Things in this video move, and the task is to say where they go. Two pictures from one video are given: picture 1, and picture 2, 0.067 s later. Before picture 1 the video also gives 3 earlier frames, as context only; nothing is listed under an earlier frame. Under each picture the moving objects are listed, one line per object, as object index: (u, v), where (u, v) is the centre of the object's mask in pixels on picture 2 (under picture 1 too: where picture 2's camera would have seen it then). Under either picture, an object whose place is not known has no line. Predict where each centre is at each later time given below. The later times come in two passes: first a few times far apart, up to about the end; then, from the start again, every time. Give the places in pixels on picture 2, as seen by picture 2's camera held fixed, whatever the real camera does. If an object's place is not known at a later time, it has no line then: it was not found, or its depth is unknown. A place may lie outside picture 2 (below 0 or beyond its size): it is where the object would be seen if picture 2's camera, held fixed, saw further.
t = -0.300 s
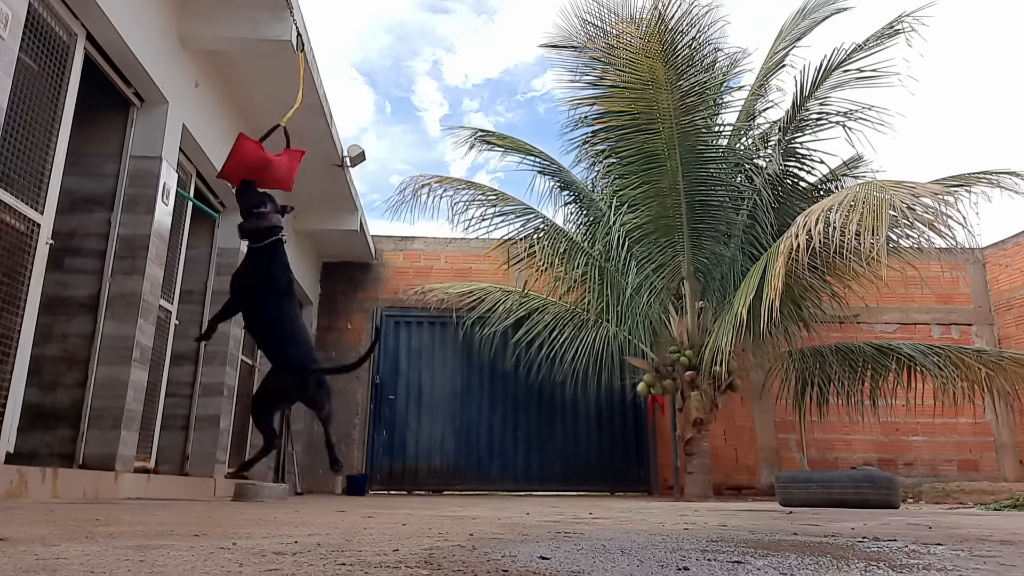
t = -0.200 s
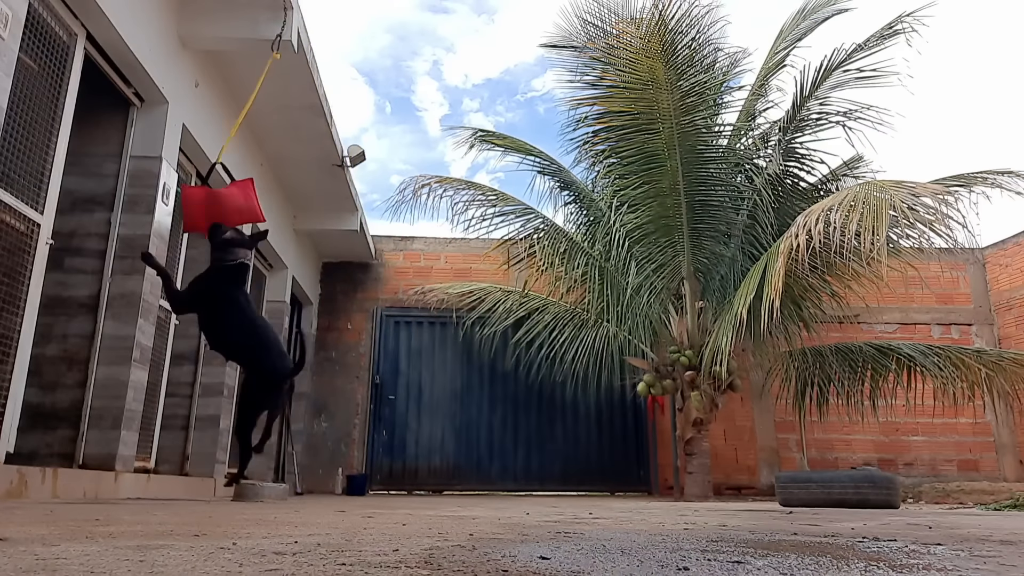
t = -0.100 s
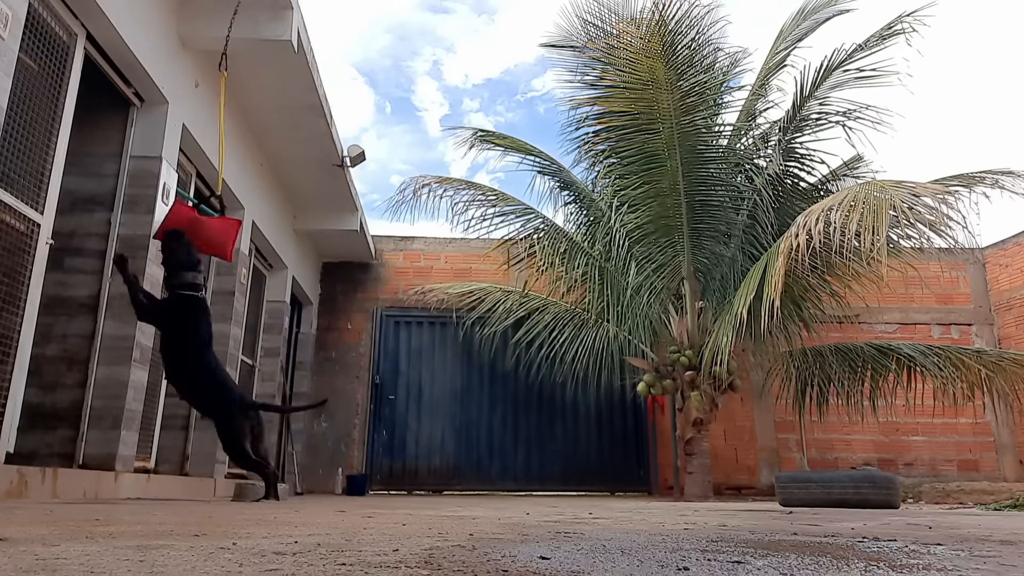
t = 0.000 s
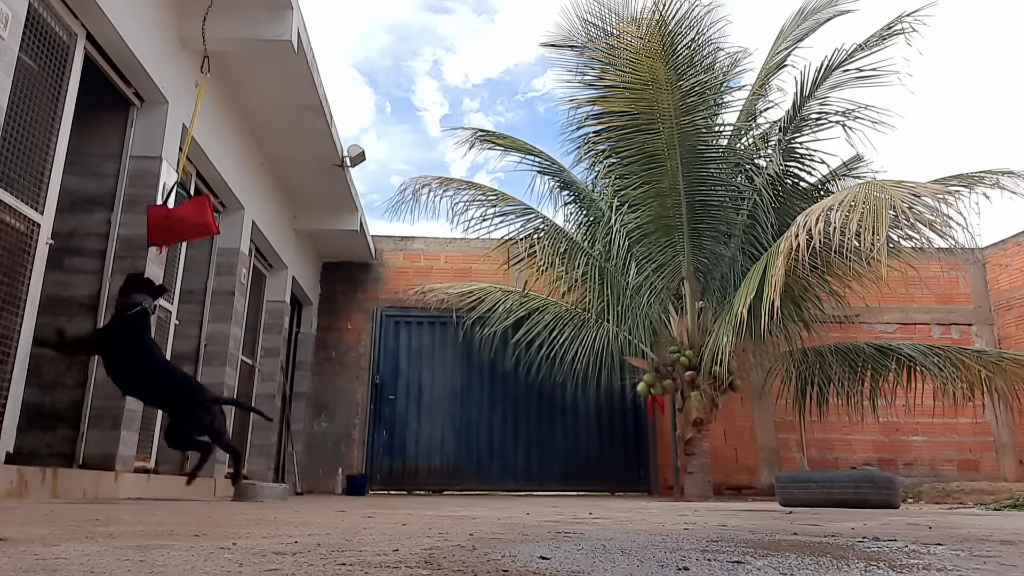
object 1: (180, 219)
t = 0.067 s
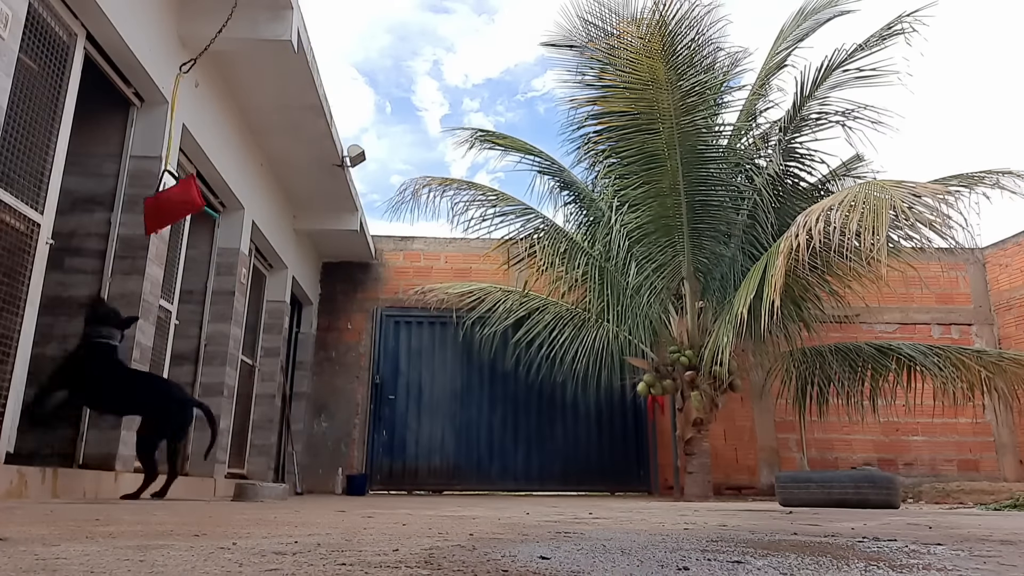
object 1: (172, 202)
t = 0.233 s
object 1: (149, 170)
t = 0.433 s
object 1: (136, 174)
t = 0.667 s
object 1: (151, 208)
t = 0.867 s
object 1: (190, 206)
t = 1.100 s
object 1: (267, 154)
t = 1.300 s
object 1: (339, 108)
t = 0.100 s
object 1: (168, 193)
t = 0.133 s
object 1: (163, 185)
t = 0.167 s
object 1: (159, 178)
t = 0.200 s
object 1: (154, 173)
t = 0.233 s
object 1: (149, 170)
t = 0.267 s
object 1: (145, 167)
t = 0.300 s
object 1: (142, 167)
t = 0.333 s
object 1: (139, 168)
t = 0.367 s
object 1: (136, 169)
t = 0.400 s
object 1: (136, 171)
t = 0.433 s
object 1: (136, 174)
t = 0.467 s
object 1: (135, 178)
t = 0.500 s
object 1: (135, 181)
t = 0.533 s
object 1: (136, 185)
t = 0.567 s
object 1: (138, 189)
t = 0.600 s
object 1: (141, 194)
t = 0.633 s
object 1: (146, 201)
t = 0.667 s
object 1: (151, 208)
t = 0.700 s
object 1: (157, 214)
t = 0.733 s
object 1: (163, 219)
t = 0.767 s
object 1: (169, 219)
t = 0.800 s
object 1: (175, 215)
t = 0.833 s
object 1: (182, 210)
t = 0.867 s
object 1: (190, 206)
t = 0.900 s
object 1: (199, 196)
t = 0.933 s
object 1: (210, 189)
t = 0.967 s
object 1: (221, 181)
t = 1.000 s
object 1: (231, 175)
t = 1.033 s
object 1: (244, 169)
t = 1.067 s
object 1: (256, 161)
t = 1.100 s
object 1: (267, 154)
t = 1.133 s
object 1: (278, 147)
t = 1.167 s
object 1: (291, 142)
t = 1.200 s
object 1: (304, 135)
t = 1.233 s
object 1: (317, 127)
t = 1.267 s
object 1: (328, 118)
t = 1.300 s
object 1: (339, 108)
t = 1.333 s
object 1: (348, 98)
